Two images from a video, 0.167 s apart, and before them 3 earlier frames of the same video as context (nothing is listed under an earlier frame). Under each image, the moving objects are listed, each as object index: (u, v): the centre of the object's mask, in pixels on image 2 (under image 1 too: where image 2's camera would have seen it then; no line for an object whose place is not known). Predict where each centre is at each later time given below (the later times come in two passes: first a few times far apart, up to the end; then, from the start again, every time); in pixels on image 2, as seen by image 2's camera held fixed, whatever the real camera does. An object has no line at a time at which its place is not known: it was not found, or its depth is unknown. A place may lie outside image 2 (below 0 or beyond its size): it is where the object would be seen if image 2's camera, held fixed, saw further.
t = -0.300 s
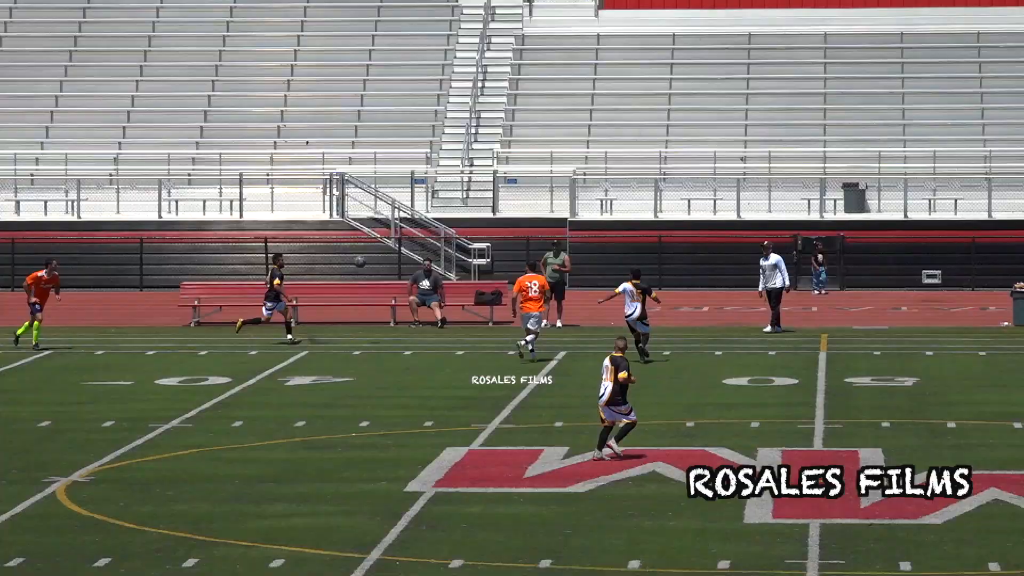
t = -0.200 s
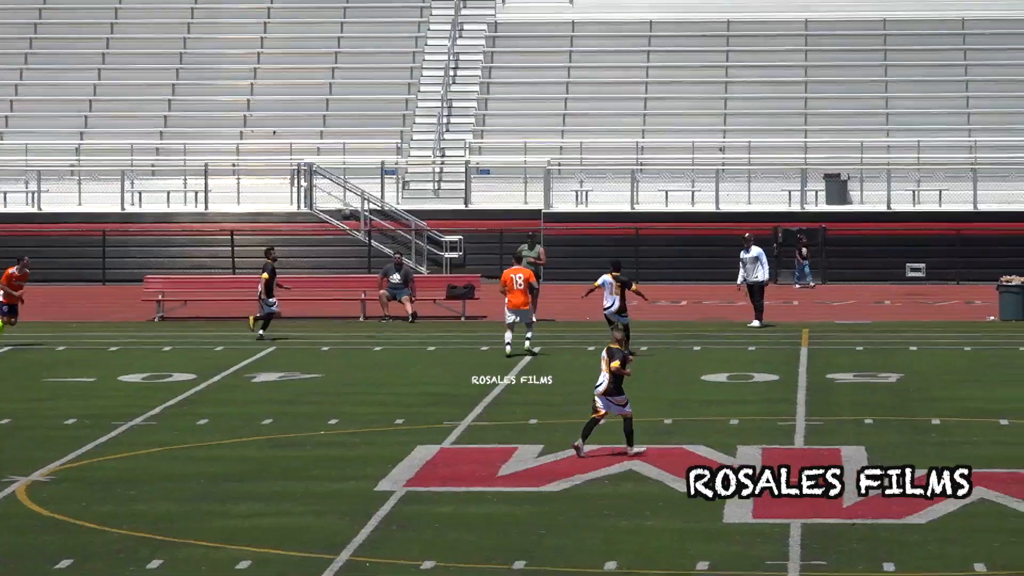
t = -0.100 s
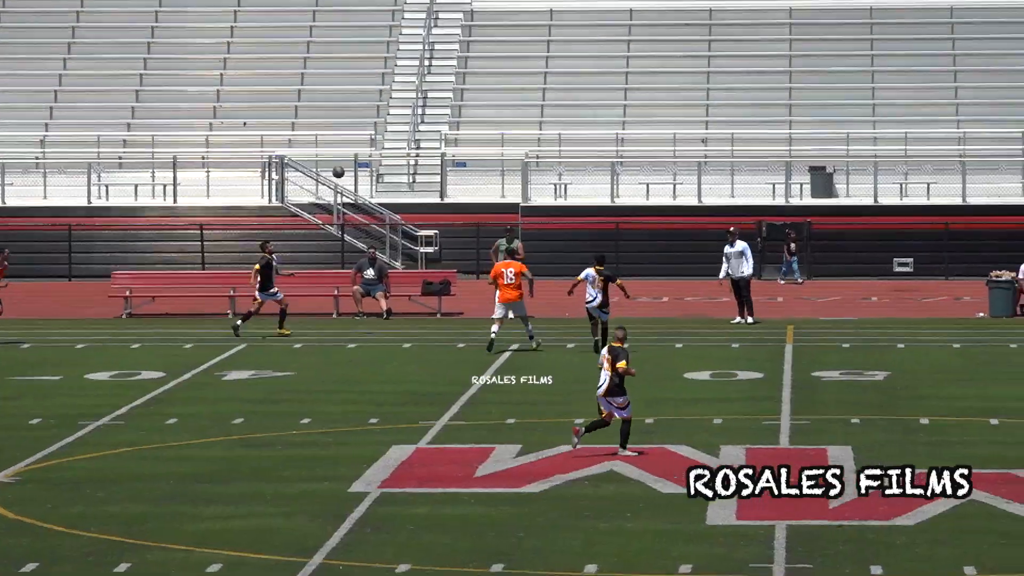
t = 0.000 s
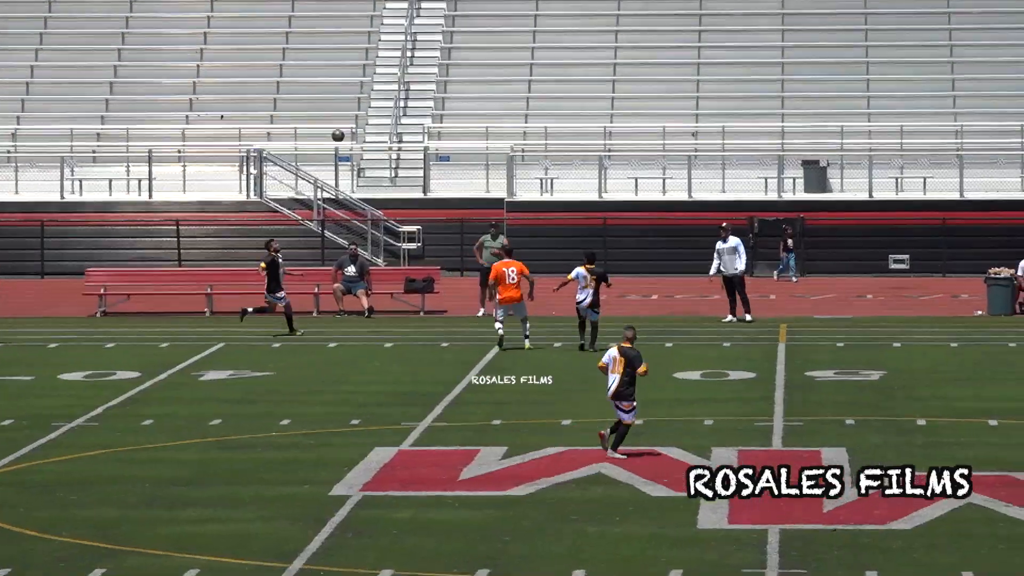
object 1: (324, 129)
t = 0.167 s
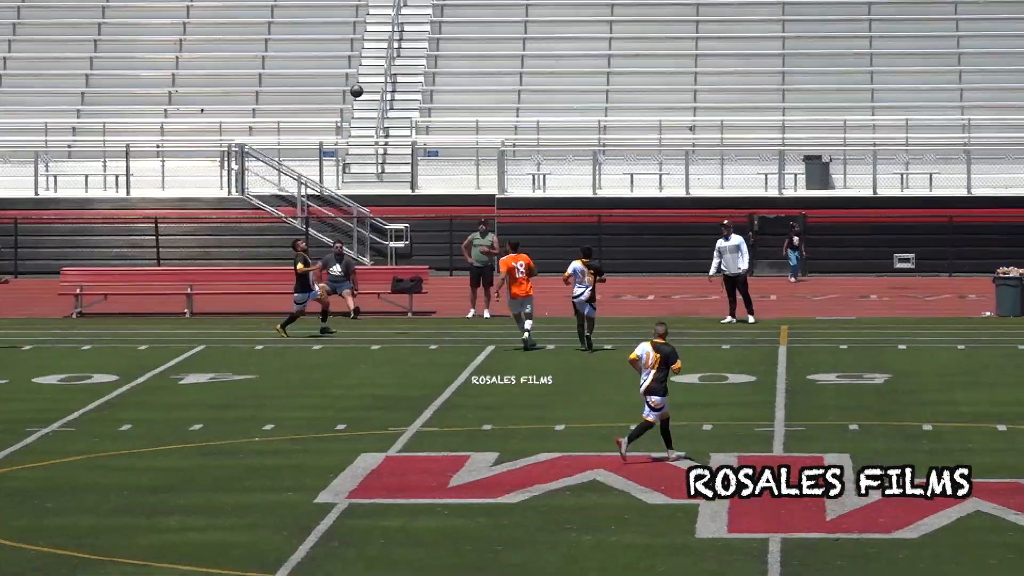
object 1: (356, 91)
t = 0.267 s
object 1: (377, 71)
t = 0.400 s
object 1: (404, 59)
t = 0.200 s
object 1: (363, 83)
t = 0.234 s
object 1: (371, 76)
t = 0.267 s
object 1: (377, 71)
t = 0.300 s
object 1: (384, 67)
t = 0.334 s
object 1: (391, 64)
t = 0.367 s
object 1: (398, 61)
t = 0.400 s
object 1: (404, 59)
